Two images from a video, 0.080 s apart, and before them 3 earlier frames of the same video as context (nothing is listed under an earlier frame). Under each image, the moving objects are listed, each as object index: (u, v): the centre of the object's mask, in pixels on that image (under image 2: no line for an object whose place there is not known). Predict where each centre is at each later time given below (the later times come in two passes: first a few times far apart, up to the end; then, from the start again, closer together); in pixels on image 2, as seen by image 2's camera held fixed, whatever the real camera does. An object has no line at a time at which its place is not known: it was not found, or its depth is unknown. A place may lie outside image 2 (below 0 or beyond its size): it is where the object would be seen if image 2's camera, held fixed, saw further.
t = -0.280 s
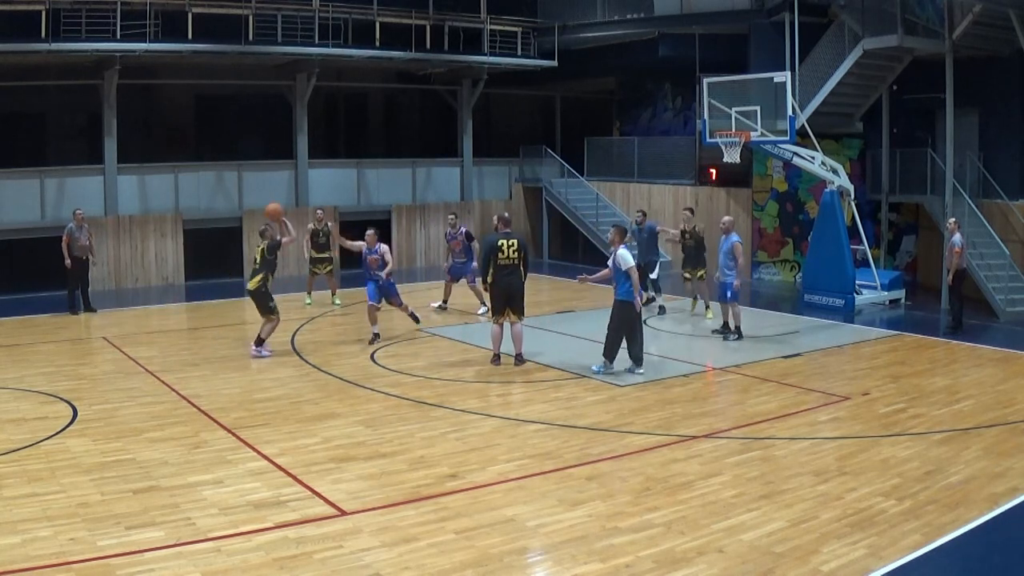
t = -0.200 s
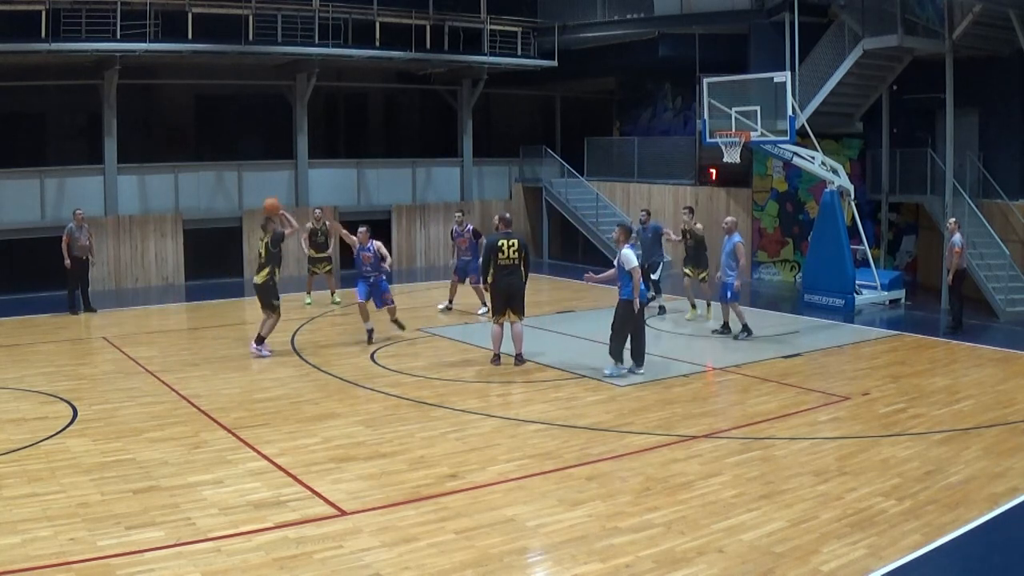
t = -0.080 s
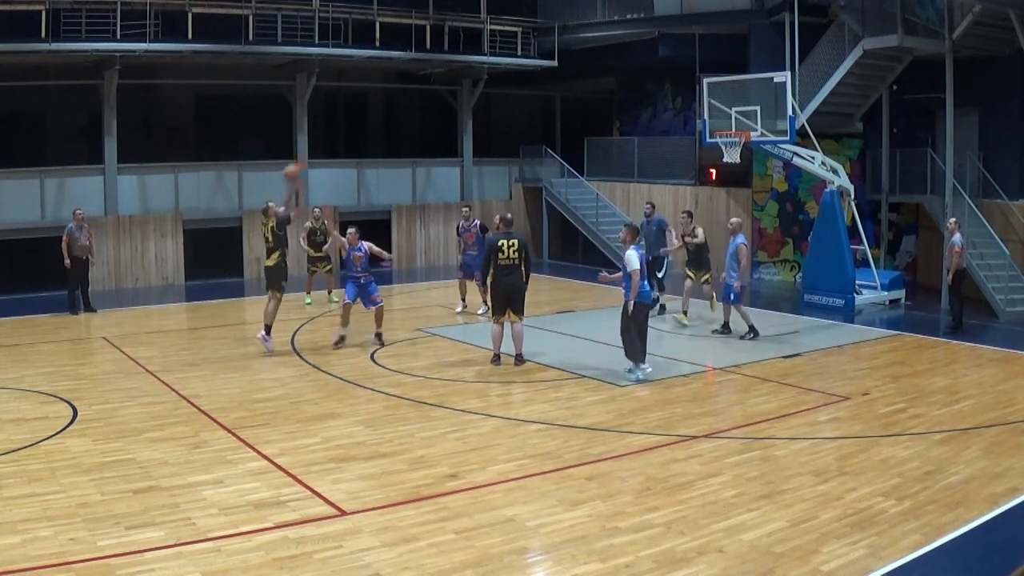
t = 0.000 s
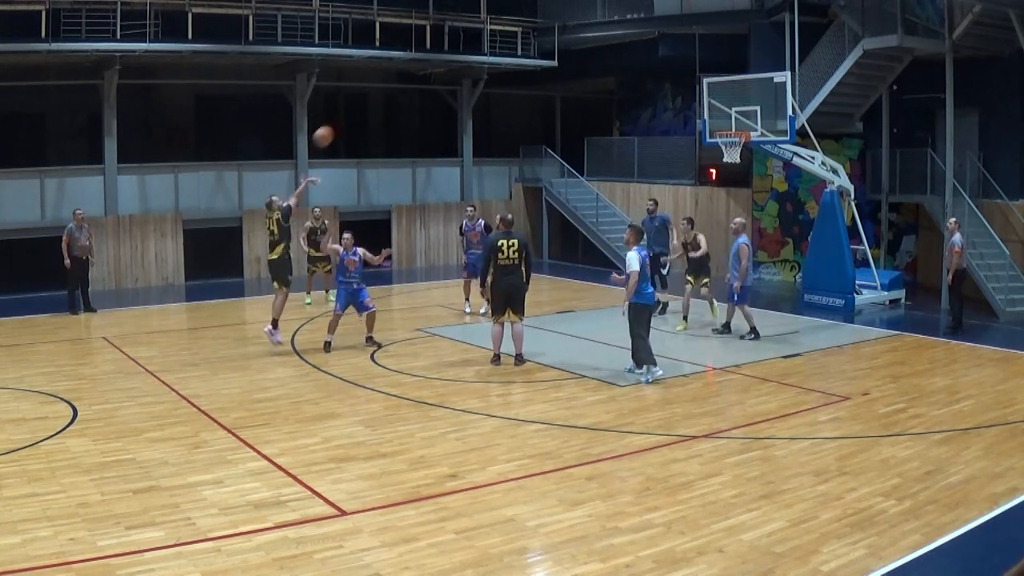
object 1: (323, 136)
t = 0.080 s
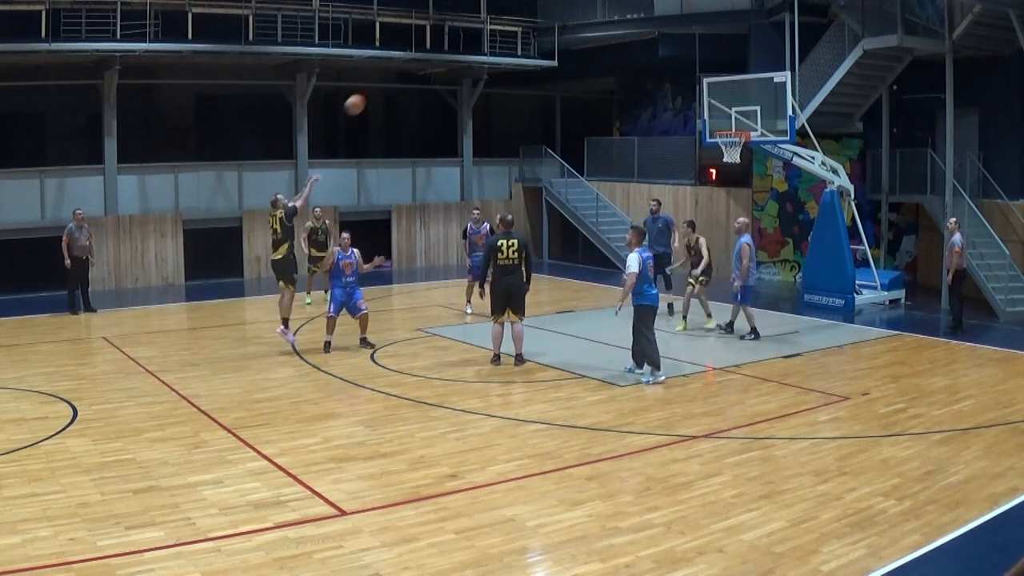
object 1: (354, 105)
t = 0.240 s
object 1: (416, 56)
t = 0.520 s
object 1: (518, 19)
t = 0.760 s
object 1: (597, 32)
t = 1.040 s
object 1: (681, 92)
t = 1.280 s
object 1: (679, 118)
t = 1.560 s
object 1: (594, 128)
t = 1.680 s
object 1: (556, 149)
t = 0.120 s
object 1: (370, 90)
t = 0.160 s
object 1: (386, 77)
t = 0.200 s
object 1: (401, 66)
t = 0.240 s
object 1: (416, 56)
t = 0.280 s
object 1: (431, 46)
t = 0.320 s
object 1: (446, 40)
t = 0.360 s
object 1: (461, 34)
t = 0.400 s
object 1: (475, 28)
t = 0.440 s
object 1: (490, 24)
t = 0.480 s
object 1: (504, 21)
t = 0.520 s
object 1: (518, 19)
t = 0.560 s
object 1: (531, 20)
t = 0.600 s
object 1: (544, 20)
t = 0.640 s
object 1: (558, 22)
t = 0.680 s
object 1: (571, 24)
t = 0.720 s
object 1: (584, 27)
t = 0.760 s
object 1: (597, 32)
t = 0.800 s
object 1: (610, 38)
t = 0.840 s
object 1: (622, 45)
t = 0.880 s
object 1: (634, 52)
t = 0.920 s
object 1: (646, 60)
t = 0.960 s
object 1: (658, 70)
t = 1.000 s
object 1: (669, 80)
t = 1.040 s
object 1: (681, 92)
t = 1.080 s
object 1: (692, 103)
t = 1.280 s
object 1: (679, 118)
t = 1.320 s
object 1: (668, 117)
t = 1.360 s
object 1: (655, 116)
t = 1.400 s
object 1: (643, 116)
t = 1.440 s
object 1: (631, 117)
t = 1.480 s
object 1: (619, 120)
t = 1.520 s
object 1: (606, 123)
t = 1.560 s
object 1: (594, 128)
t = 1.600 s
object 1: (581, 134)
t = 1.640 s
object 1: (568, 141)
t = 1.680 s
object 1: (556, 149)
